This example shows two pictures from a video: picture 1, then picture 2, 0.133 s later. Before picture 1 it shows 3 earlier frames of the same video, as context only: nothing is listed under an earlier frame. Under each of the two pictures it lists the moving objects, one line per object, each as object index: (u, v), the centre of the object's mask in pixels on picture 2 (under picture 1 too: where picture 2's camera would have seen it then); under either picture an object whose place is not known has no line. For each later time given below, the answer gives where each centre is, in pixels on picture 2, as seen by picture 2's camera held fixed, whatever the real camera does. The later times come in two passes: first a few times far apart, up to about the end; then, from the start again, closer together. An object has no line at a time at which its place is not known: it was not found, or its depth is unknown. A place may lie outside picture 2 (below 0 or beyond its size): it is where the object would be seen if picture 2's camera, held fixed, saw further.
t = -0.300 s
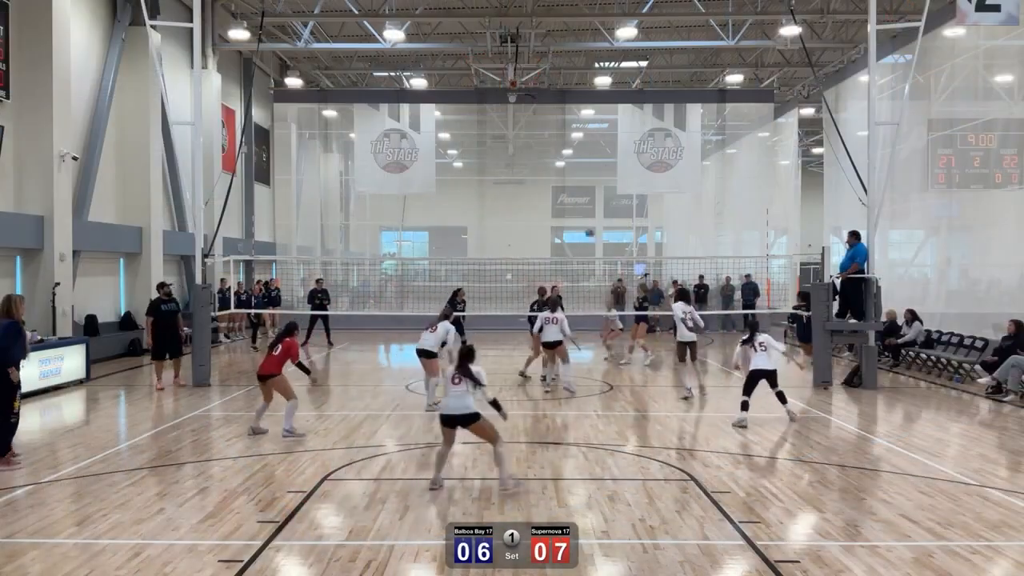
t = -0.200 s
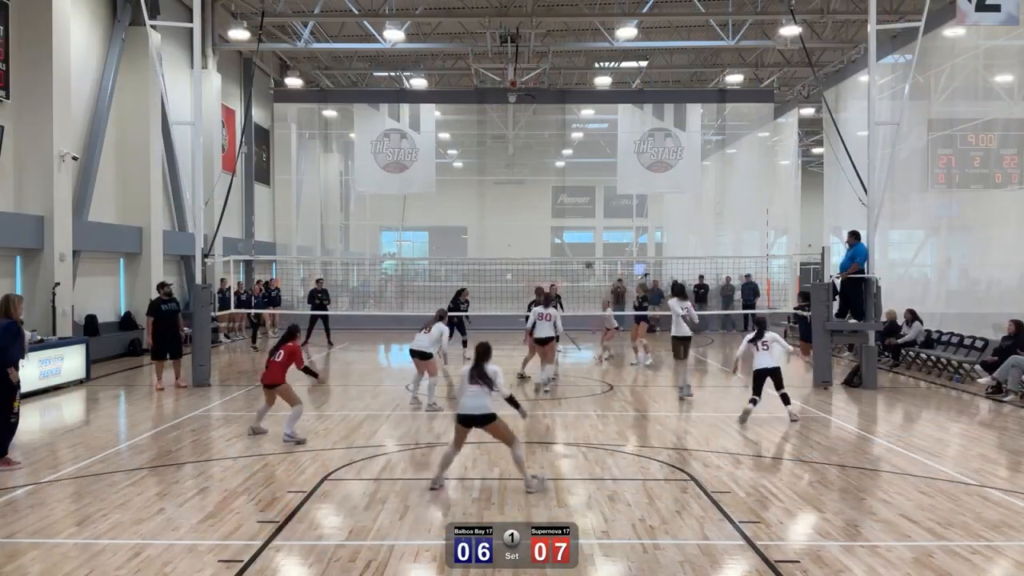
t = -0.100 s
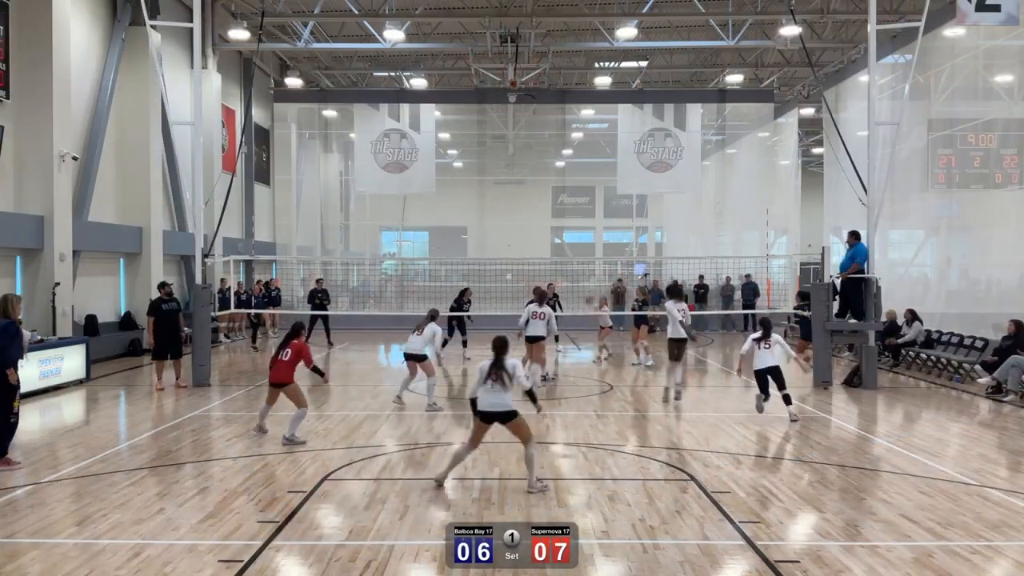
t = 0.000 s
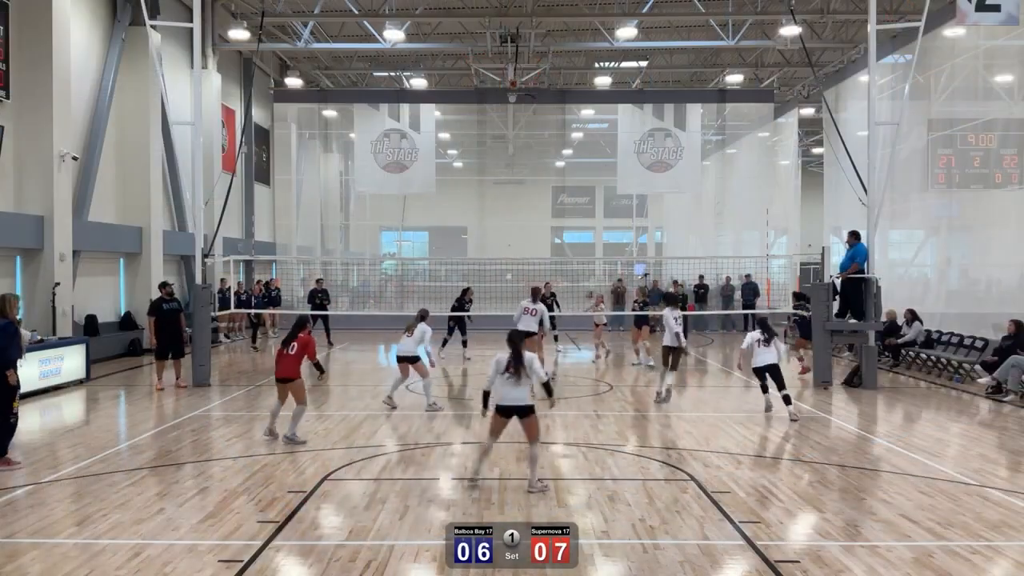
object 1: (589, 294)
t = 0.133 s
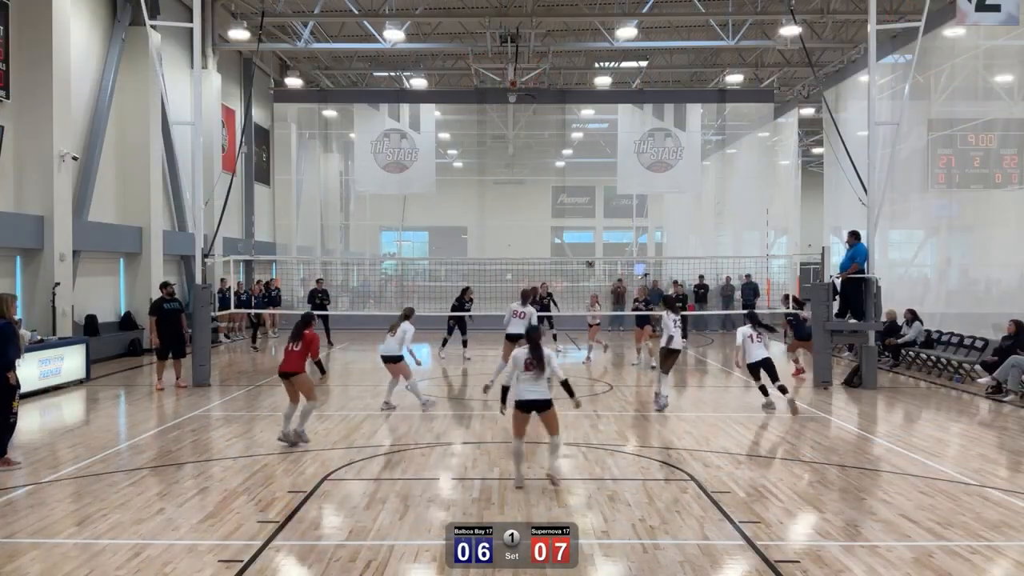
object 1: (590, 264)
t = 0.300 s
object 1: (591, 234)
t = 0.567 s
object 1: (594, 215)
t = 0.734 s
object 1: (596, 223)
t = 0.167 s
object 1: (591, 256)
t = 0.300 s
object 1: (591, 234)
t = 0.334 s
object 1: (591, 230)
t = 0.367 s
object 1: (592, 226)
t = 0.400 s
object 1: (592, 223)
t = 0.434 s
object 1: (592, 220)
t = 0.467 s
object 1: (592, 218)
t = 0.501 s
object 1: (593, 217)
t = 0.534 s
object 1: (594, 215)
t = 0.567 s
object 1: (594, 215)
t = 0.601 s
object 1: (595, 215)
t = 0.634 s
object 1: (595, 216)
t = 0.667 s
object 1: (595, 218)
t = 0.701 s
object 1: (595, 220)
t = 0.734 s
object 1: (596, 223)
